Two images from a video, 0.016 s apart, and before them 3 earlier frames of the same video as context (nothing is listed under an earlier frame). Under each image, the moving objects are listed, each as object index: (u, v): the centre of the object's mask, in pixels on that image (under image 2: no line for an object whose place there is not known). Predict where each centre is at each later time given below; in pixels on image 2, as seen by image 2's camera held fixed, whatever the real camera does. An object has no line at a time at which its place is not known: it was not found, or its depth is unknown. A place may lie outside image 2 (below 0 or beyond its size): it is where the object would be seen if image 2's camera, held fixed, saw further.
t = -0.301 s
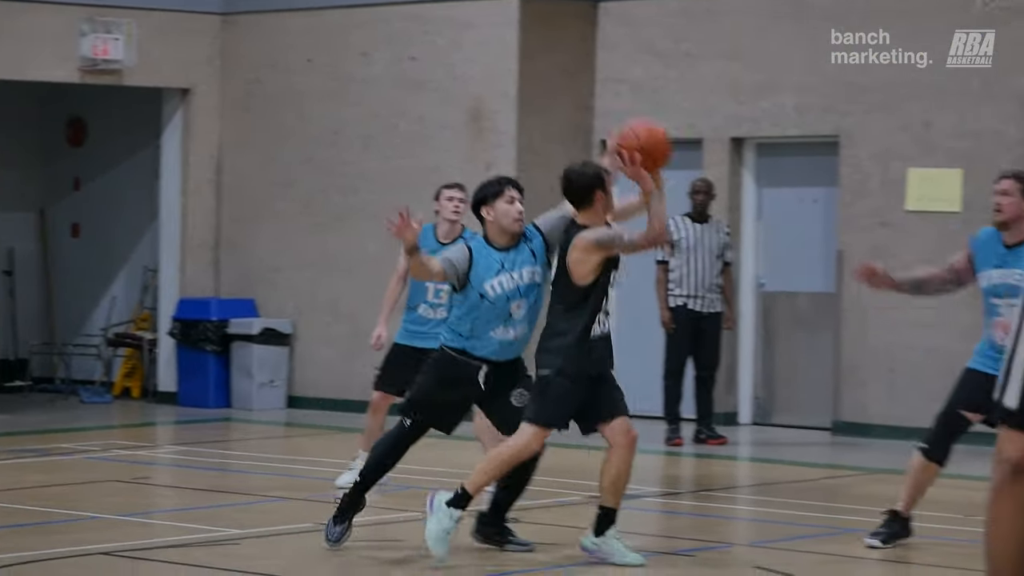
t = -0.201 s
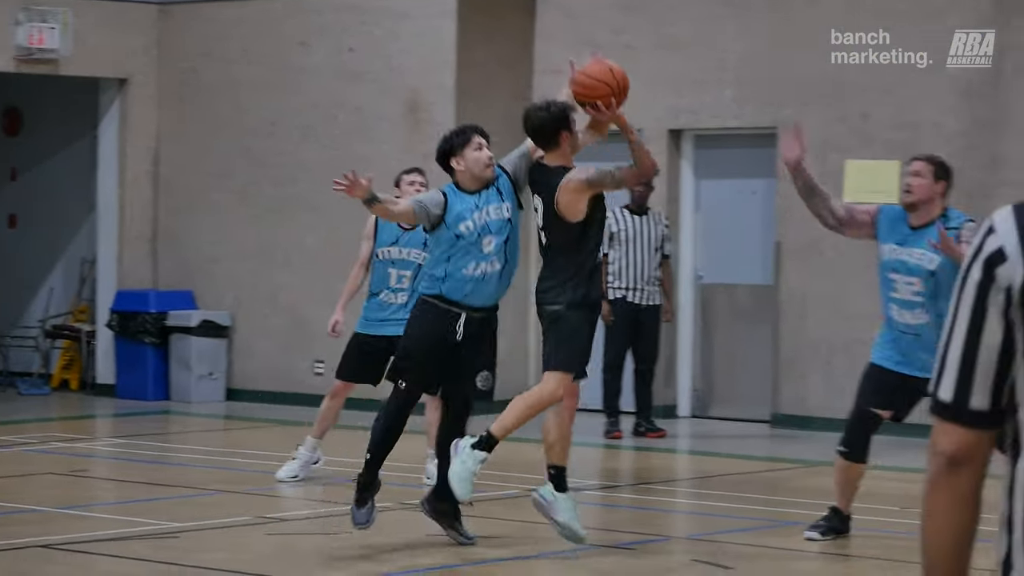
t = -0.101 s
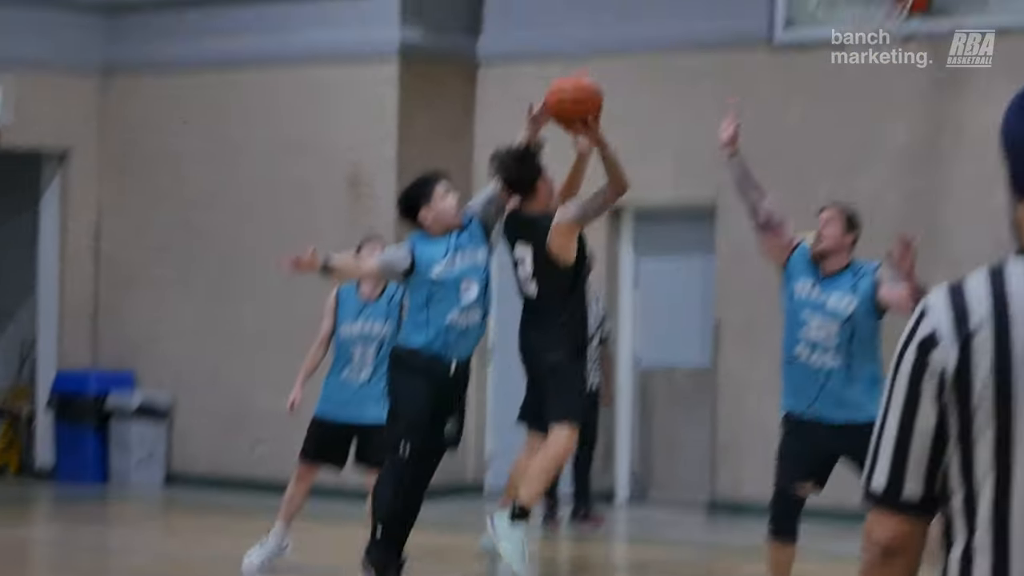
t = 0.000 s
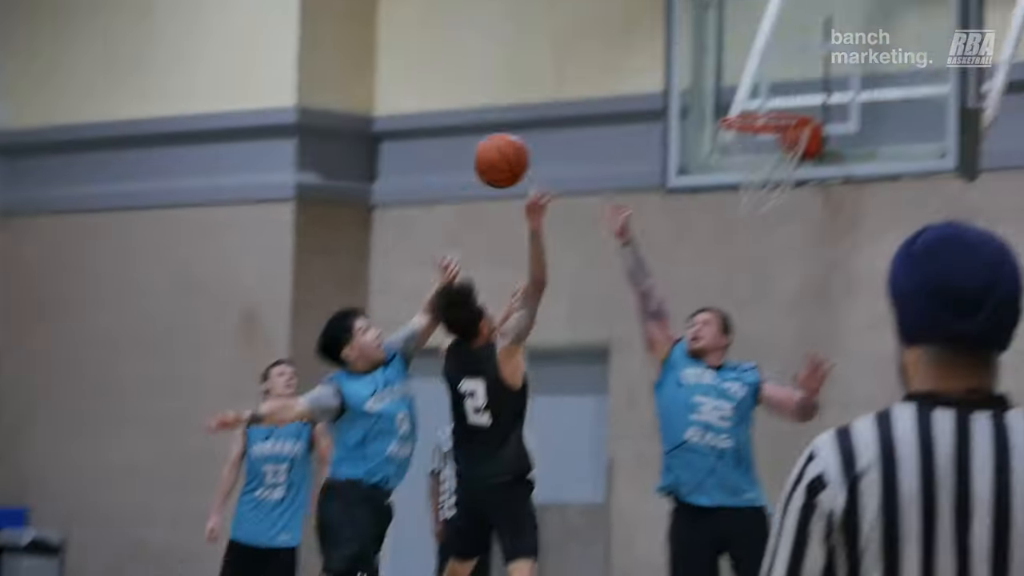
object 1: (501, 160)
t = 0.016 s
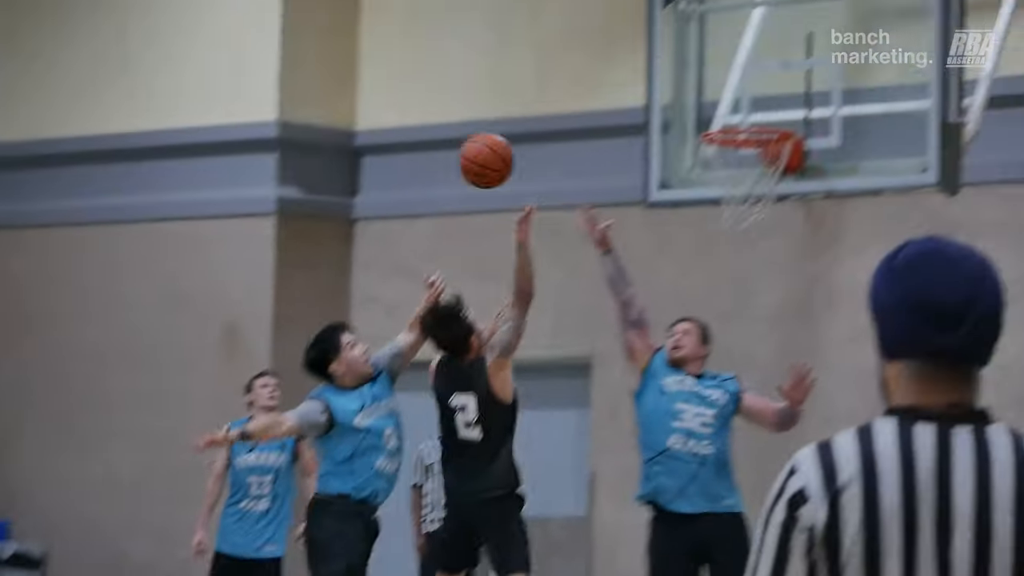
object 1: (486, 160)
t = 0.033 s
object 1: (490, 147)
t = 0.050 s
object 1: (494, 135)
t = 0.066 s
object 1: (498, 123)
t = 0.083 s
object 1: (501, 112)
